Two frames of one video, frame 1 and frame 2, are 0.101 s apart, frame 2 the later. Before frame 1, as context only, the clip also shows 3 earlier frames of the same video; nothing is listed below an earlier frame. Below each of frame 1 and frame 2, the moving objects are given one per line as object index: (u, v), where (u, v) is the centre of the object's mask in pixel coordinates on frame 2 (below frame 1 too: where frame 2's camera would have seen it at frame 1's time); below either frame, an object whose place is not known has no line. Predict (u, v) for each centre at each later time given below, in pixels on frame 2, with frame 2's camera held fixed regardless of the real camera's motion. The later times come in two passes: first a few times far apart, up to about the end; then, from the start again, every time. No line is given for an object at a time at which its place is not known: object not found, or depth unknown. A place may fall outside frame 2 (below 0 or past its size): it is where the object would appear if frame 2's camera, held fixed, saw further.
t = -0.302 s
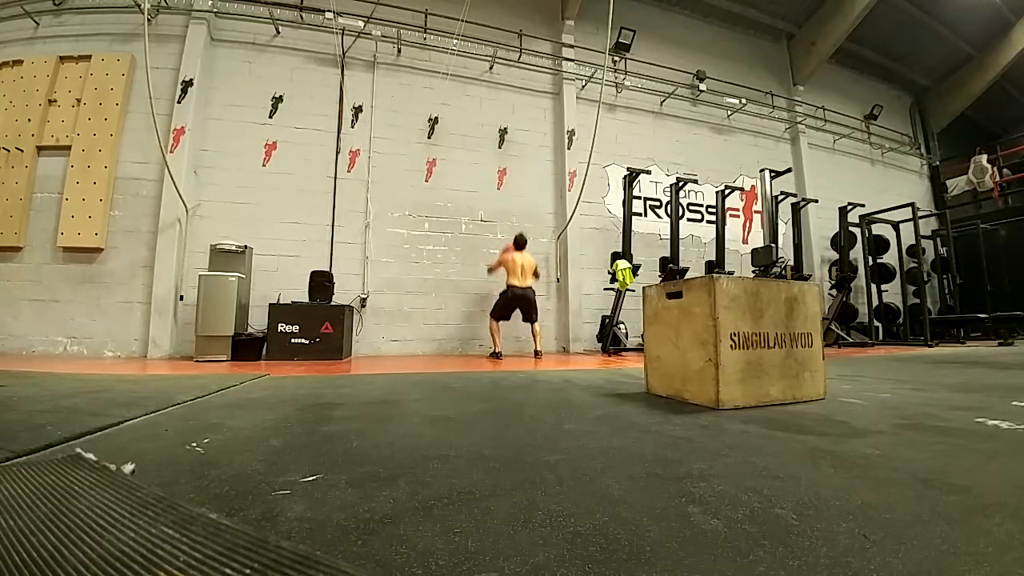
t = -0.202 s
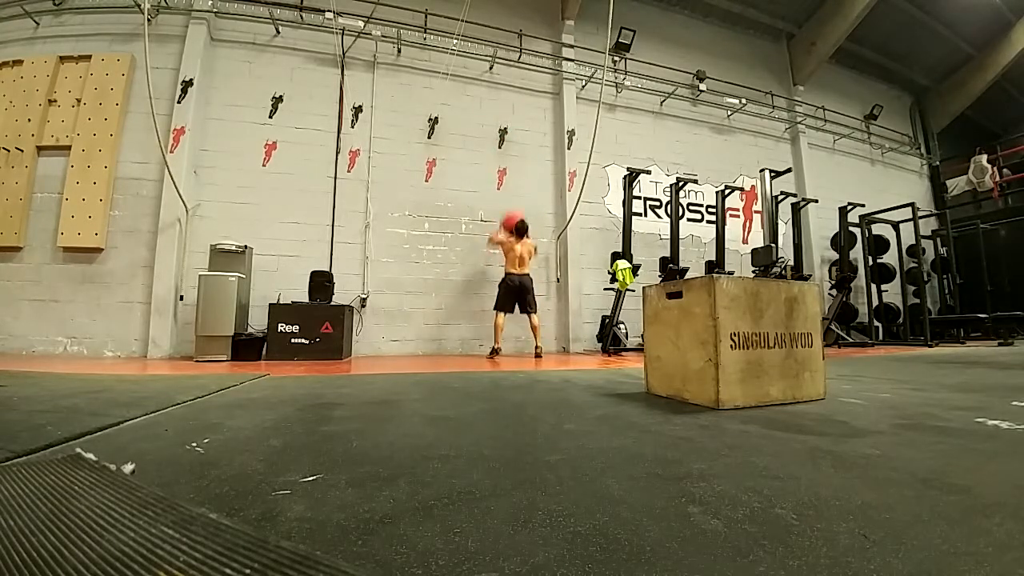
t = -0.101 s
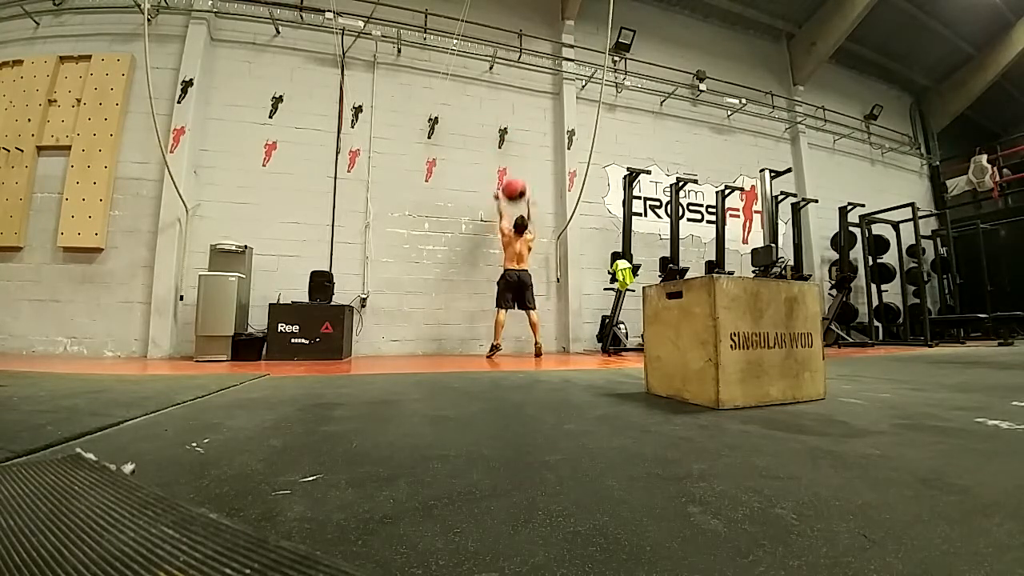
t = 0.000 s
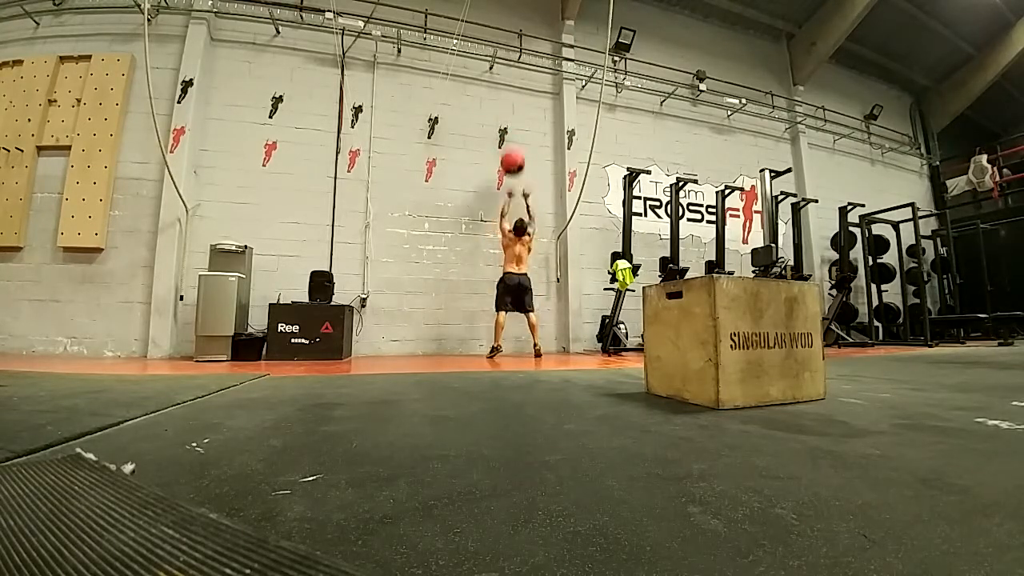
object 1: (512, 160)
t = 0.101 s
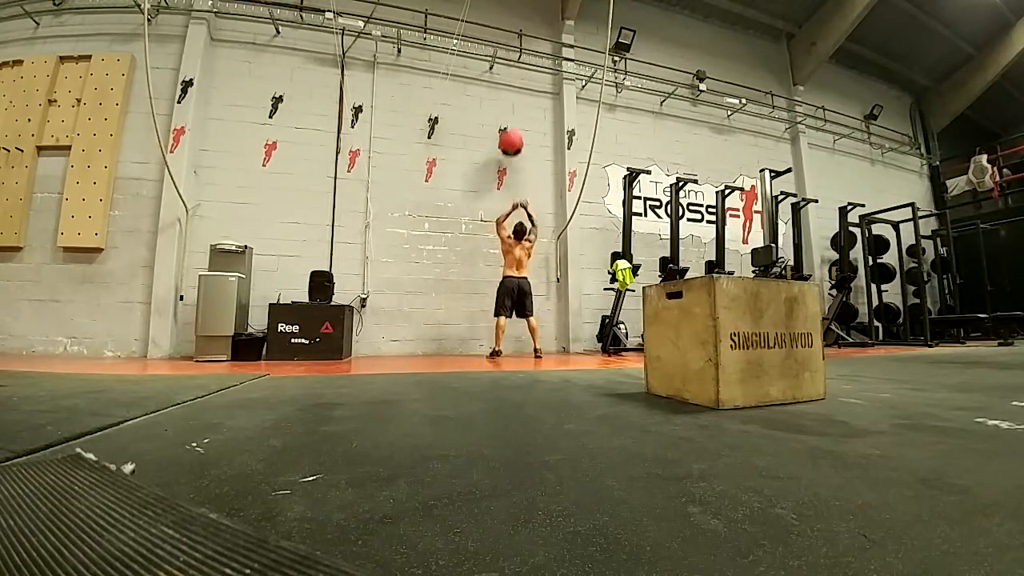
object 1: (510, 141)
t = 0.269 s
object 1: (508, 129)
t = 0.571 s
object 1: (510, 137)
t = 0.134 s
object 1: (510, 138)
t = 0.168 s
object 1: (510, 135)
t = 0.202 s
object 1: (509, 133)
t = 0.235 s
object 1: (508, 131)
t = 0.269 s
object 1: (508, 129)
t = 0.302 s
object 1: (507, 128)
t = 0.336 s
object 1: (507, 128)
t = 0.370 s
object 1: (507, 128)
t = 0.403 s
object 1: (508, 128)
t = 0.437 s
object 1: (508, 128)
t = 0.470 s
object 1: (509, 130)
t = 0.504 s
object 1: (509, 132)
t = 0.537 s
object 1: (510, 134)
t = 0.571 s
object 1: (510, 137)
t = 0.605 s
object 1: (510, 140)
